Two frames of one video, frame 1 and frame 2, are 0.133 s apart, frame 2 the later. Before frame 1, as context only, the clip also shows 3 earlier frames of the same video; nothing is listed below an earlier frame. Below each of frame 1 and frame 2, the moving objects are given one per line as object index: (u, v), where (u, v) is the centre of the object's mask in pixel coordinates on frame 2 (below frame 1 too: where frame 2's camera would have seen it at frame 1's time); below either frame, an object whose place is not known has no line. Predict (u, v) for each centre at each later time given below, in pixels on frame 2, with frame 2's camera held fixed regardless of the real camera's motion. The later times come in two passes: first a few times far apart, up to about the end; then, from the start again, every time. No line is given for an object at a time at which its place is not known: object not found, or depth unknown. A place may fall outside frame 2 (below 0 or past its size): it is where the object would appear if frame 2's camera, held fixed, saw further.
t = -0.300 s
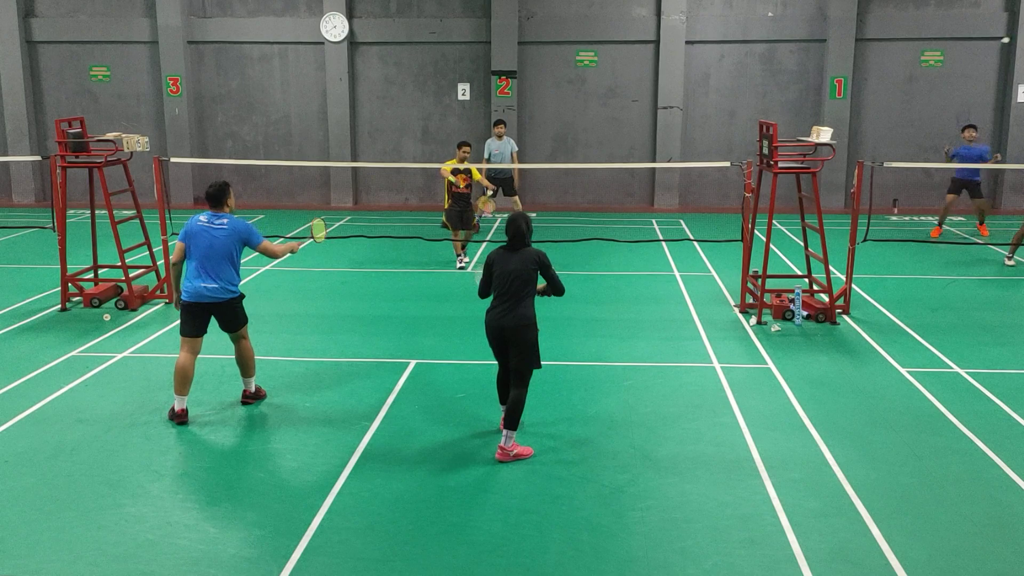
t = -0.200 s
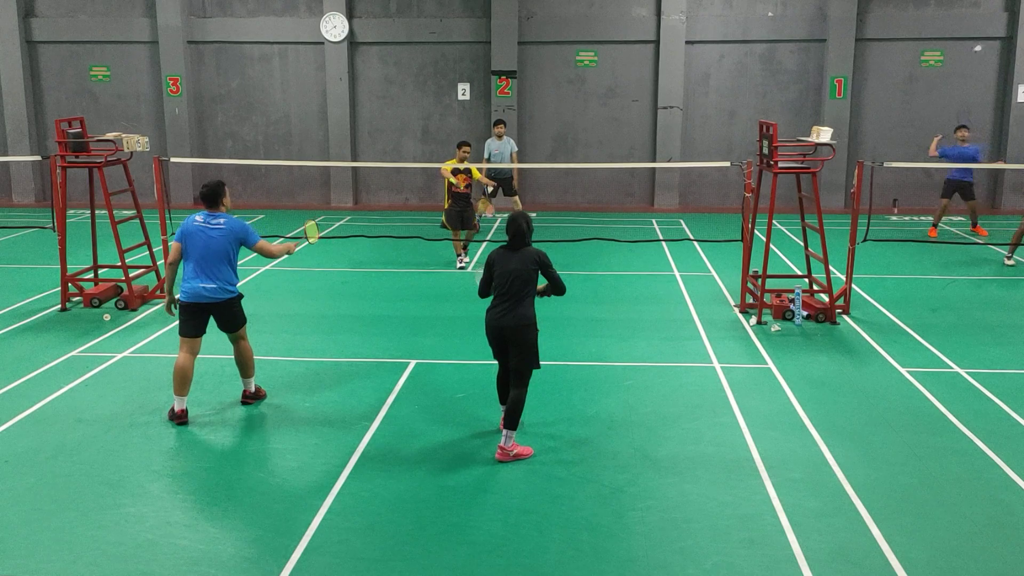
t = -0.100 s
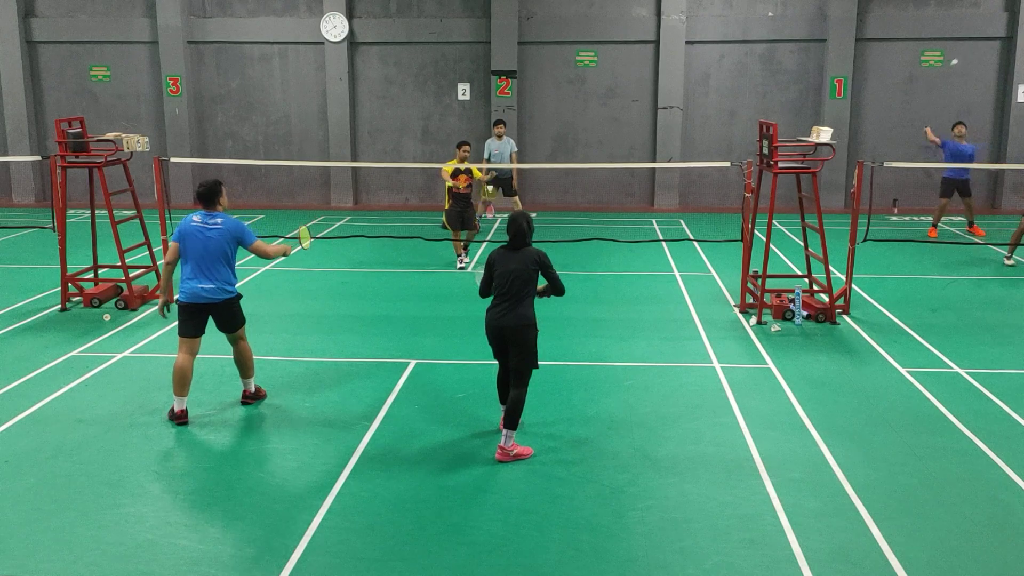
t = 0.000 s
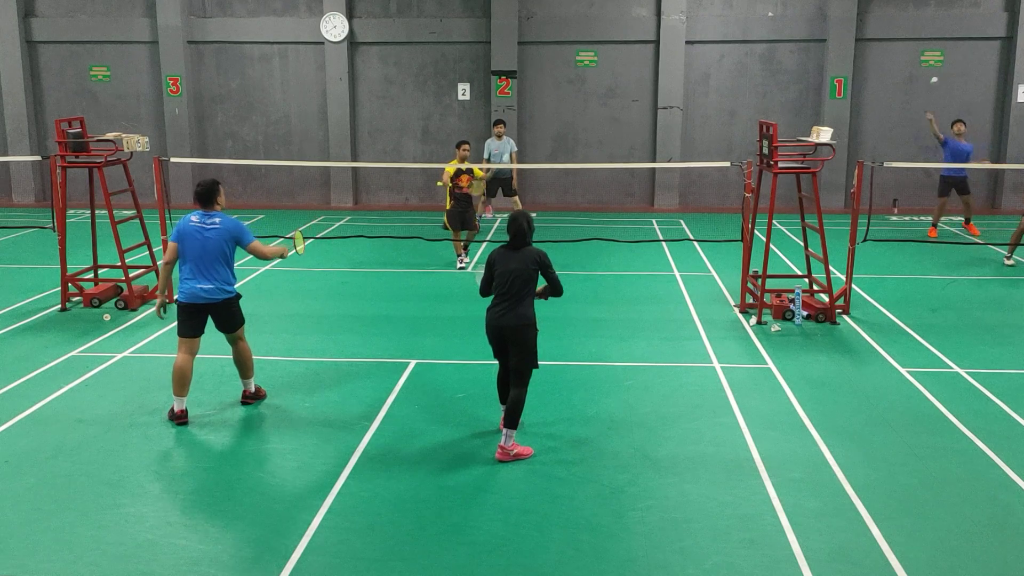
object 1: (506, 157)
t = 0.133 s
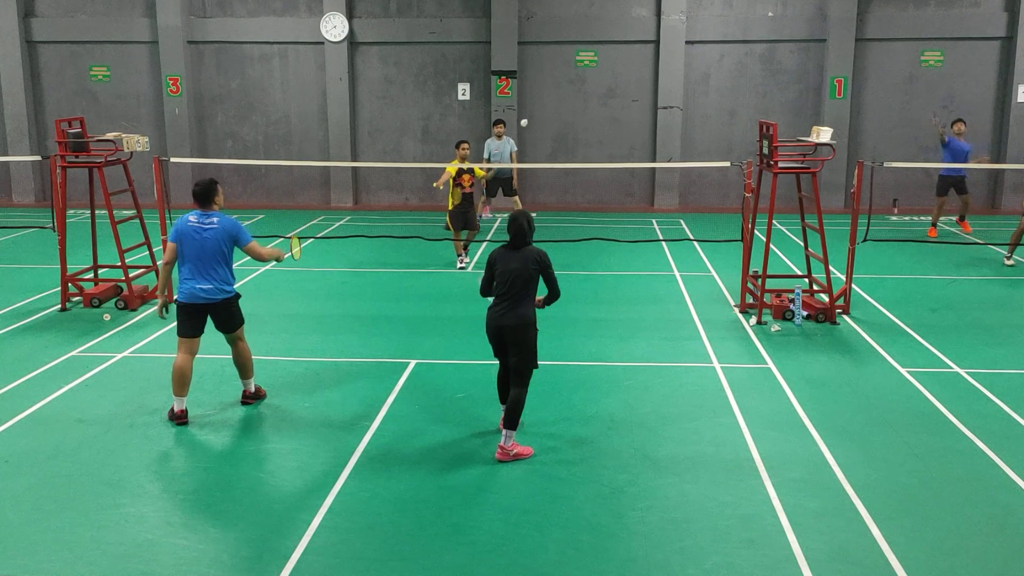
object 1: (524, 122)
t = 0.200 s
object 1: (534, 112)
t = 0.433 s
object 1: (564, 109)
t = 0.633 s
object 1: (588, 151)
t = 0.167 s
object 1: (529, 117)
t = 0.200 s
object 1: (534, 112)
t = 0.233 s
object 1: (538, 108)
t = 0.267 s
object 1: (542, 106)
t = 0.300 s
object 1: (547, 104)
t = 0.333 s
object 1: (551, 104)
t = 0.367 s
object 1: (555, 104)
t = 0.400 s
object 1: (560, 106)
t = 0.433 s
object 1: (564, 109)
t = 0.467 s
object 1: (568, 113)
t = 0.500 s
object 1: (572, 118)
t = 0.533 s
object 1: (576, 123)
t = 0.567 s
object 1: (580, 132)
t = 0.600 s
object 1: (584, 141)
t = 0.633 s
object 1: (588, 151)
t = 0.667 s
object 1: (592, 162)
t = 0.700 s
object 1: (596, 175)
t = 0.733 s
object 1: (599, 188)
